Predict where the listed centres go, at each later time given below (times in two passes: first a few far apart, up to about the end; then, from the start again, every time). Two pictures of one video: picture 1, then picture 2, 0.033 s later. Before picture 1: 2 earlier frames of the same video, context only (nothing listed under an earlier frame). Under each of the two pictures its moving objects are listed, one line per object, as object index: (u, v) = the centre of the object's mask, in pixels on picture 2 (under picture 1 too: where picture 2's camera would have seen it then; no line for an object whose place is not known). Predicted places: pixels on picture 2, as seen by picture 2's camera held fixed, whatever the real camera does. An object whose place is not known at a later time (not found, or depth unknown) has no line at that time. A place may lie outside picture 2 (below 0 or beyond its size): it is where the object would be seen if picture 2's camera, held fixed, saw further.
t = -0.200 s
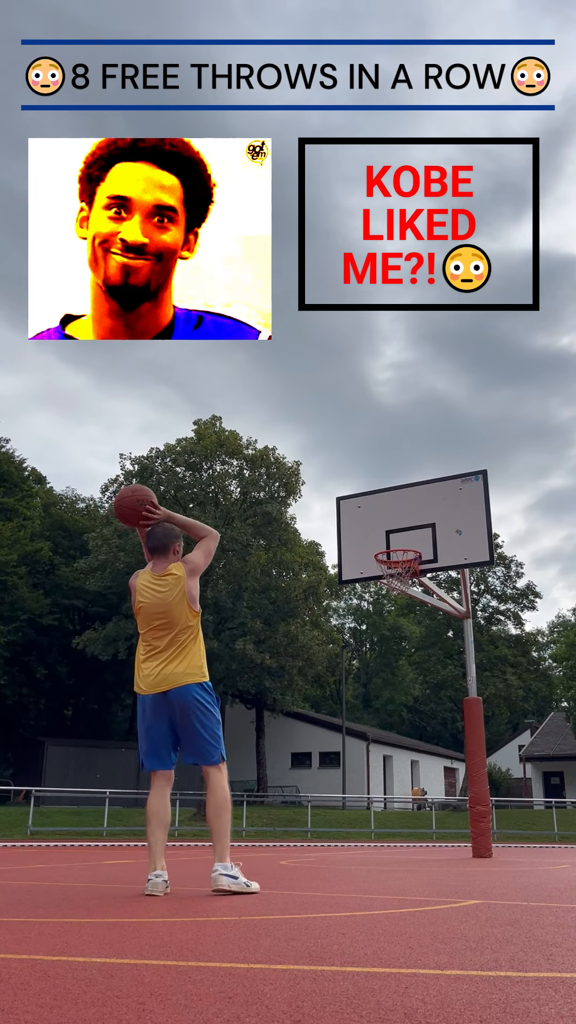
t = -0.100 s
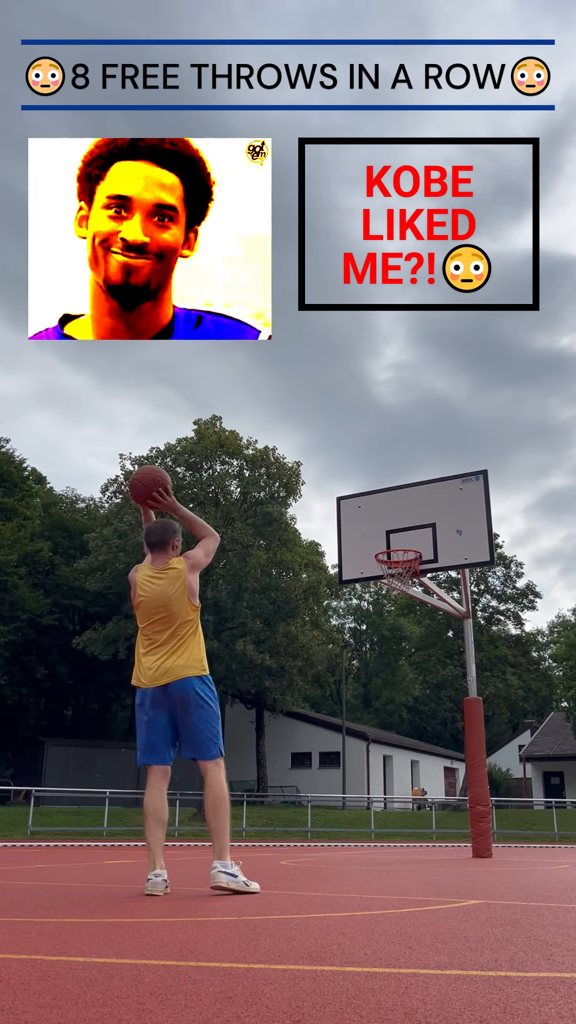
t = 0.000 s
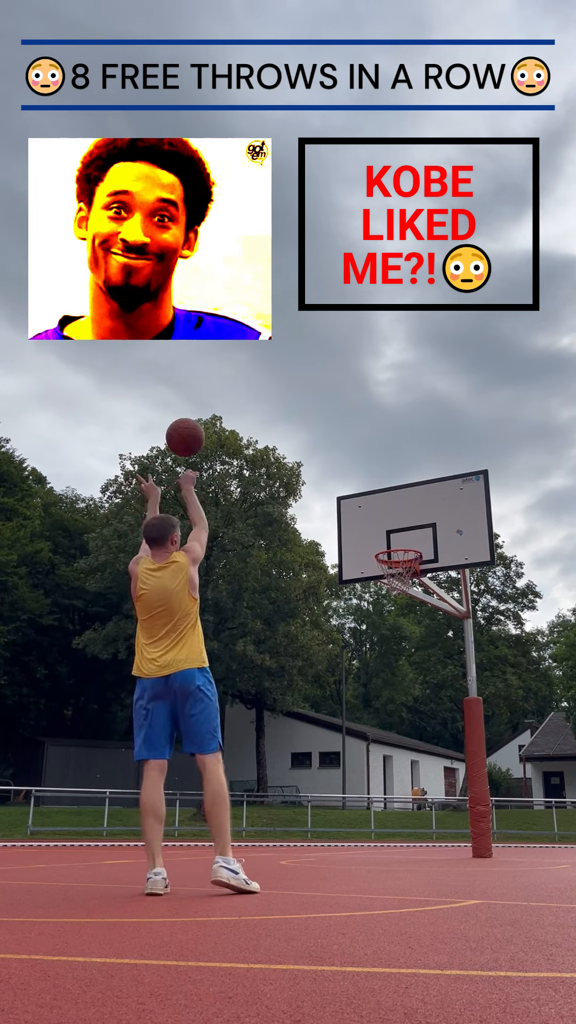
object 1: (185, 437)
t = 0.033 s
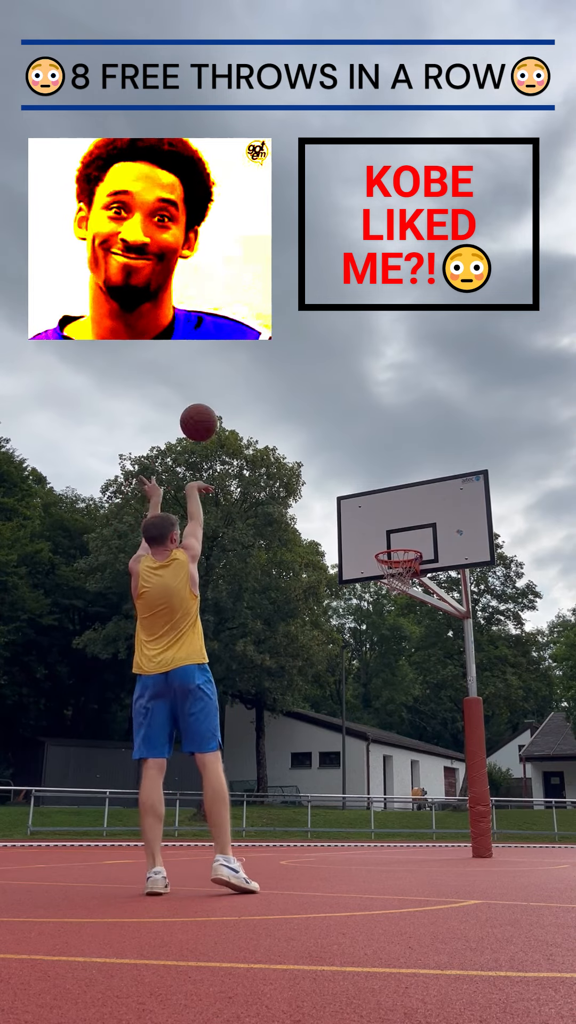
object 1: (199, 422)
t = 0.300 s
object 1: (280, 374)
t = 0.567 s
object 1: (336, 408)
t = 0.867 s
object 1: (384, 511)
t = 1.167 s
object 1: (408, 521)
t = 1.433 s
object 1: (407, 531)
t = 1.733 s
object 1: (400, 600)
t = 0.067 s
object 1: (211, 410)
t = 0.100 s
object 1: (223, 399)
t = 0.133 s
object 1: (234, 391)
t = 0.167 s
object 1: (244, 384)
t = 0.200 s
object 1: (254, 379)
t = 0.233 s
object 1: (263, 376)
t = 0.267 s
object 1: (272, 374)
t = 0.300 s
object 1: (280, 374)
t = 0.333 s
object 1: (289, 374)
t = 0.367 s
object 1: (296, 376)
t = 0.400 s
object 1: (303, 379)
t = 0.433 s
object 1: (311, 383)
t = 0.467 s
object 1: (317, 388)
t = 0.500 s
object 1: (324, 394)
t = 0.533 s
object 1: (330, 400)
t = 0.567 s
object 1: (336, 408)
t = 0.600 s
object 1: (342, 417)
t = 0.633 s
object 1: (348, 426)
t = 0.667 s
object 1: (353, 436)
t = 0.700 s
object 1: (359, 447)
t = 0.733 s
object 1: (364, 458)
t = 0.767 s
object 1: (369, 470)
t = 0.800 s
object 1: (374, 483)
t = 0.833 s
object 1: (379, 497)
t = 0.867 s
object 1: (384, 511)
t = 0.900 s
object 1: (389, 526)
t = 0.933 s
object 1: (393, 540)
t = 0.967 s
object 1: (395, 534)
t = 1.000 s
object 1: (397, 530)
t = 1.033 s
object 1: (400, 526)
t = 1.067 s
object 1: (402, 523)
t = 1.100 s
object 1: (404, 521)
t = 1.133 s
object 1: (406, 521)
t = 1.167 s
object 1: (408, 521)
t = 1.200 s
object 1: (410, 522)
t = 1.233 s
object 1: (410, 522)
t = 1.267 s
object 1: (410, 521)
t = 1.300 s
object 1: (409, 521)
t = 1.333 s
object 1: (409, 522)
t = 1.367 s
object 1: (408, 524)
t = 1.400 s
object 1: (407, 527)
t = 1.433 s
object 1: (407, 531)
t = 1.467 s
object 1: (407, 536)
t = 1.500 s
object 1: (406, 540)
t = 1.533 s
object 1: (406, 544)
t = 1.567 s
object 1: (405, 557)
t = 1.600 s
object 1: (404, 563)
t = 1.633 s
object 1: (404, 574)
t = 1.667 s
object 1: (401, 582)
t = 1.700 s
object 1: (401, 592)
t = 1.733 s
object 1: (400, 600)
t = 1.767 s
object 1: (399, 611)
